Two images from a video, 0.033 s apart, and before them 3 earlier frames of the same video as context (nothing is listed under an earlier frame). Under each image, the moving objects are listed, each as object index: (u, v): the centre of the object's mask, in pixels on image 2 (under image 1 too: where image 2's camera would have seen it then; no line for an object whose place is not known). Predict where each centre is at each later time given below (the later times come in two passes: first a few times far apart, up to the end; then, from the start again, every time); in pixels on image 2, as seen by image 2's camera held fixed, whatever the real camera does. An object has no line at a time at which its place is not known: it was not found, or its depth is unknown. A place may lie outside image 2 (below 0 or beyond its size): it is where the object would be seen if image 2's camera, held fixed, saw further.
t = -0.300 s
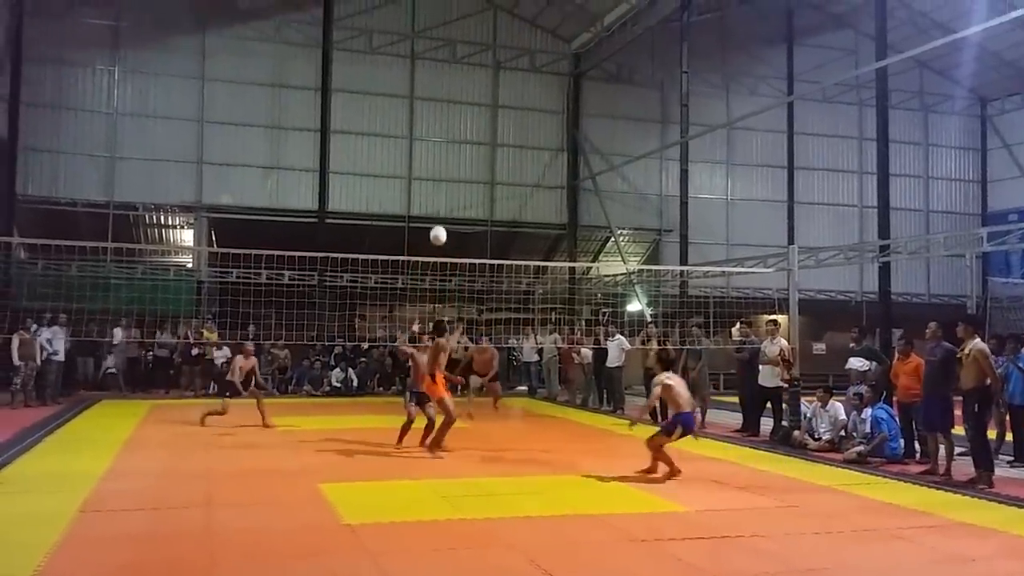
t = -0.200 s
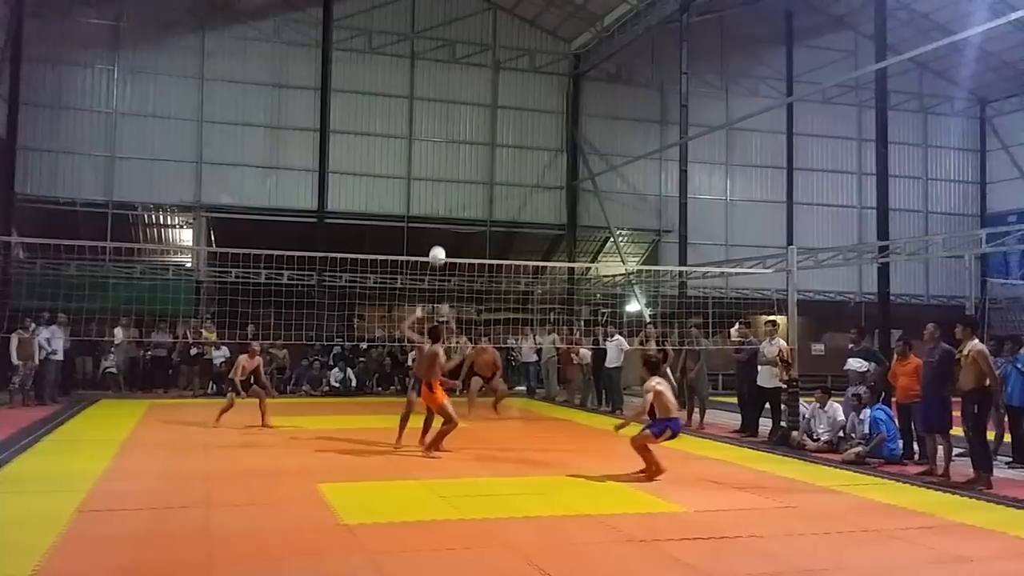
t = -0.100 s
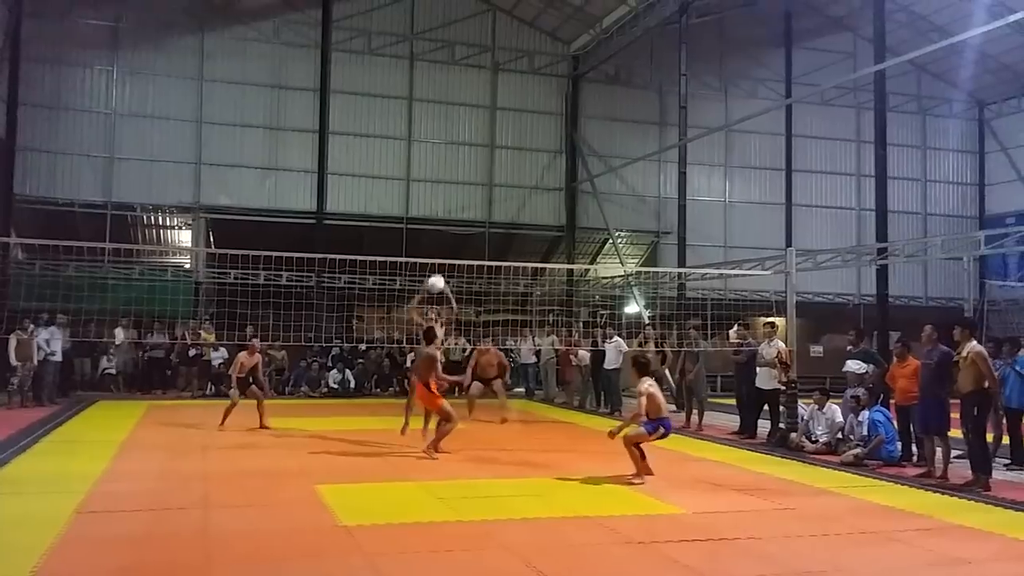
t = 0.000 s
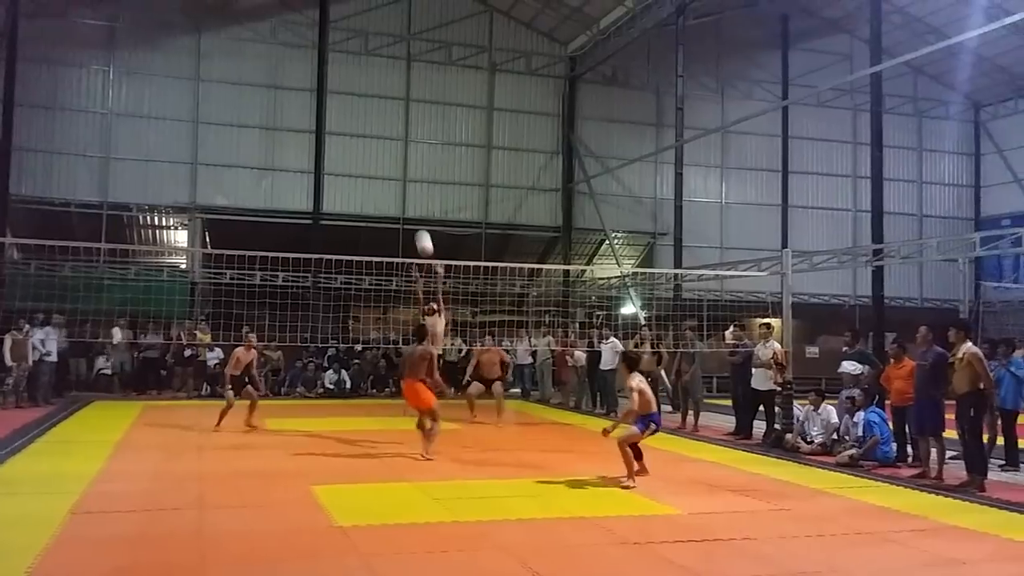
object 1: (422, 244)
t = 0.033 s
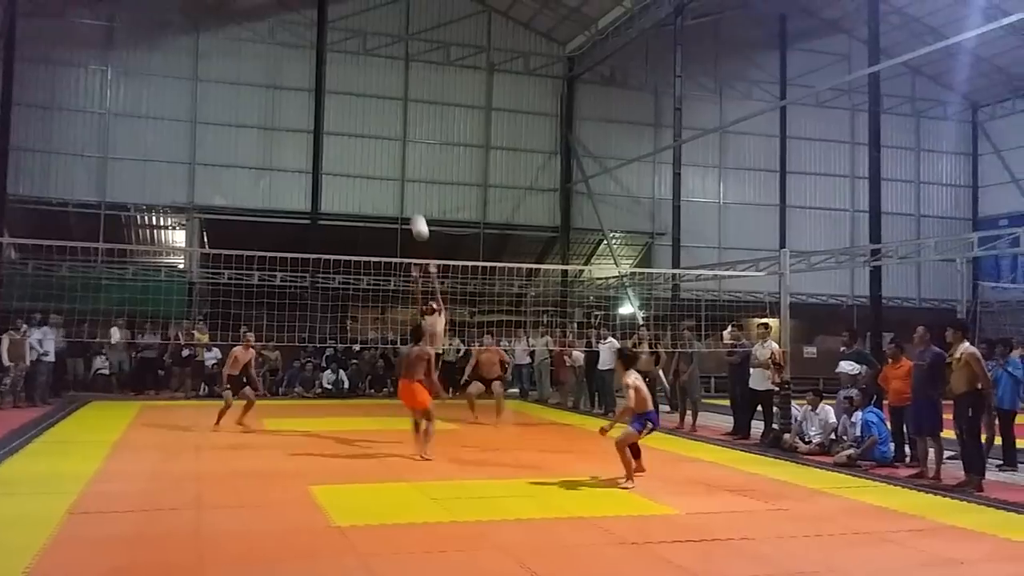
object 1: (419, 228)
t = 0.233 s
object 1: (402, 145)
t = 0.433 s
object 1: (385, 93)
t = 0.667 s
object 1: (364, 69)
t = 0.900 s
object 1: (343, 83)
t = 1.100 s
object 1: (323, 126)
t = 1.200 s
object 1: (313, 158)
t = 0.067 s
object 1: (416, 212)
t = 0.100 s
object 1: (414, 195)
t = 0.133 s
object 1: (411, 181)
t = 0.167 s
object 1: (408, 170)
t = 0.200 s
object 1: (405, 157)
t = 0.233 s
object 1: (402, 145)
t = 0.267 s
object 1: (399, 134)
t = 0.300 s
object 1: (397, 124)
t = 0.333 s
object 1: (394, 115)
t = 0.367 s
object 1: (391, 107)
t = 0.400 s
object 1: (387, 100)
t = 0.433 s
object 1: (385, 93)
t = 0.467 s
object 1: (382, 88)
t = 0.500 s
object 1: (379, 82)
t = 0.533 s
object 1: (376, 78)
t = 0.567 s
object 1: (373, 75)
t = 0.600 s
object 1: (370, 72)
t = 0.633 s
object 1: (367, 71)
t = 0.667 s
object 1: (364, 69)
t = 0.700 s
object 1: (361, 68)
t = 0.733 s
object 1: (359, 69)
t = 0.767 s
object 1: (355, 70)
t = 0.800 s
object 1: (352, 72)
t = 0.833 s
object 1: (349, 75)
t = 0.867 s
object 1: (346, 79)
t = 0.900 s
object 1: (343, 83)
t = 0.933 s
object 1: (340, 88)
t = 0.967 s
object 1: (336, 93)
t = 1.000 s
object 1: (333, 100)
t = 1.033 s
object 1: (330, 107)
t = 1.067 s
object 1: (327, 116)
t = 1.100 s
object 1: (323, 126)
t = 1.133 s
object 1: (320, 136)
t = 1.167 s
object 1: (317, 147)
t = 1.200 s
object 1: (313, 158)
